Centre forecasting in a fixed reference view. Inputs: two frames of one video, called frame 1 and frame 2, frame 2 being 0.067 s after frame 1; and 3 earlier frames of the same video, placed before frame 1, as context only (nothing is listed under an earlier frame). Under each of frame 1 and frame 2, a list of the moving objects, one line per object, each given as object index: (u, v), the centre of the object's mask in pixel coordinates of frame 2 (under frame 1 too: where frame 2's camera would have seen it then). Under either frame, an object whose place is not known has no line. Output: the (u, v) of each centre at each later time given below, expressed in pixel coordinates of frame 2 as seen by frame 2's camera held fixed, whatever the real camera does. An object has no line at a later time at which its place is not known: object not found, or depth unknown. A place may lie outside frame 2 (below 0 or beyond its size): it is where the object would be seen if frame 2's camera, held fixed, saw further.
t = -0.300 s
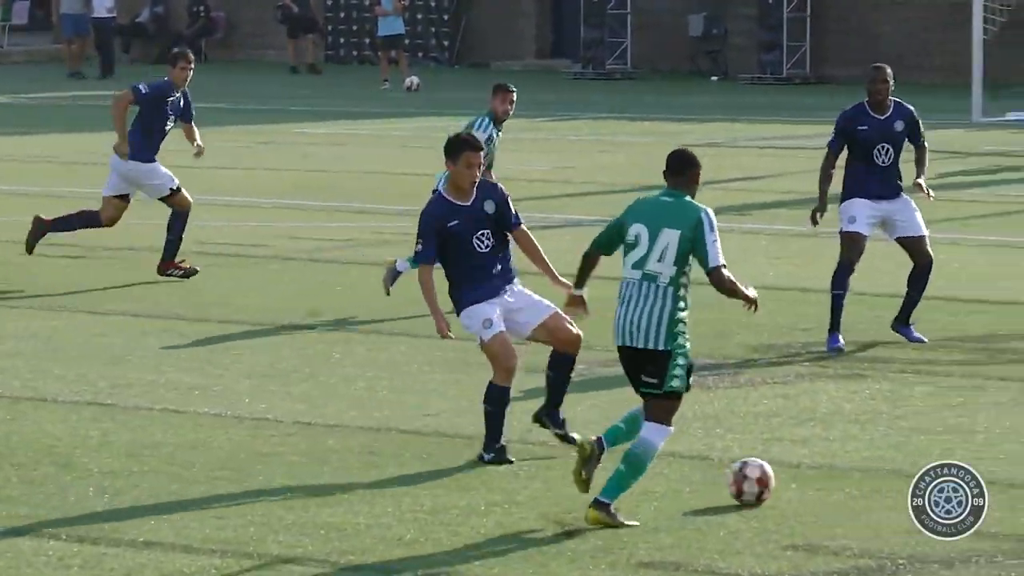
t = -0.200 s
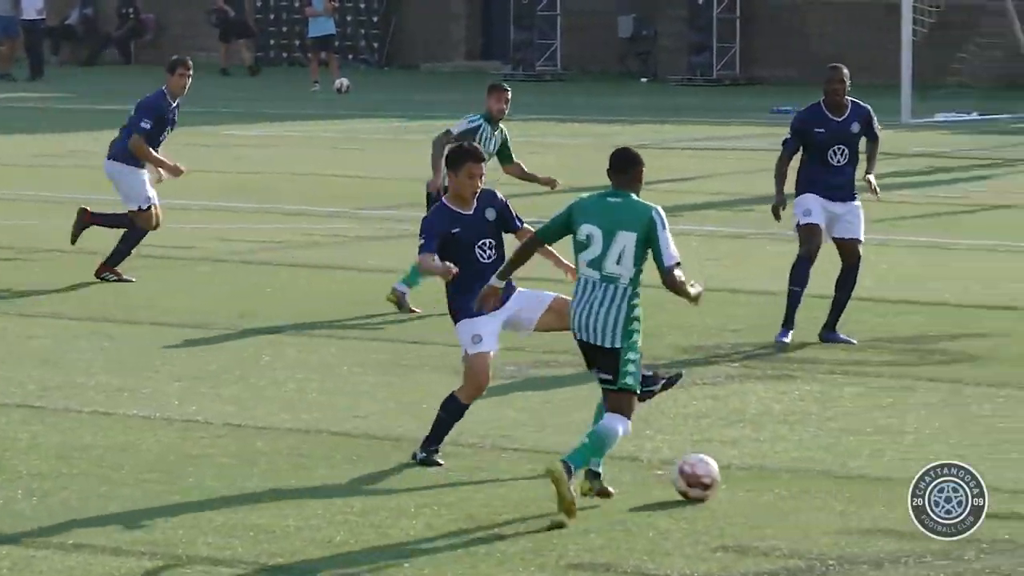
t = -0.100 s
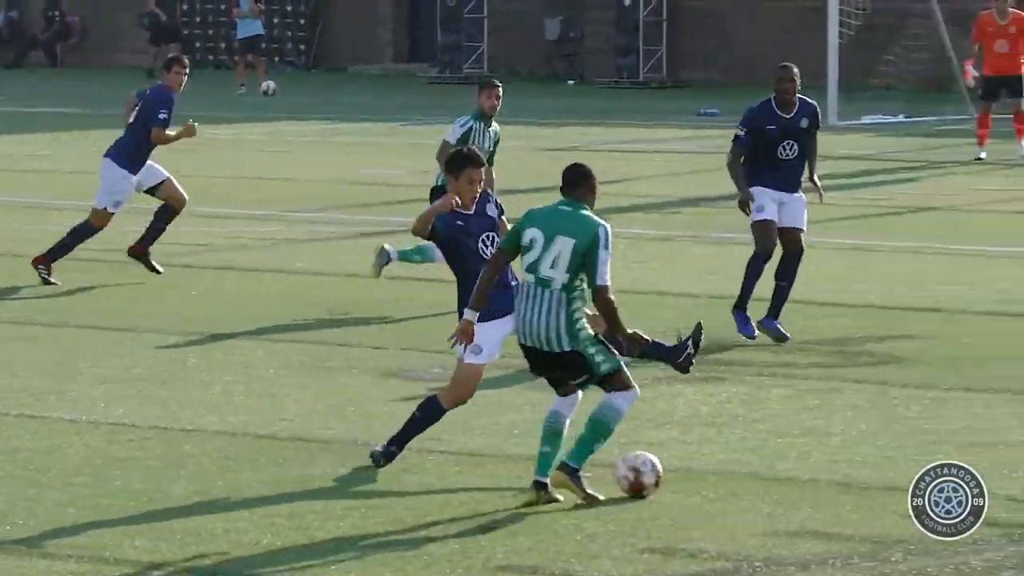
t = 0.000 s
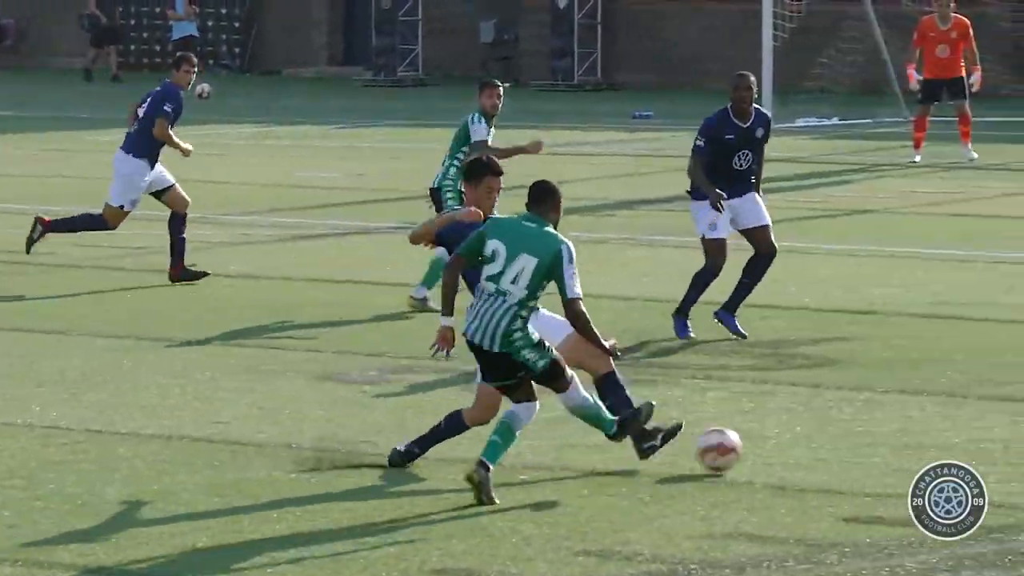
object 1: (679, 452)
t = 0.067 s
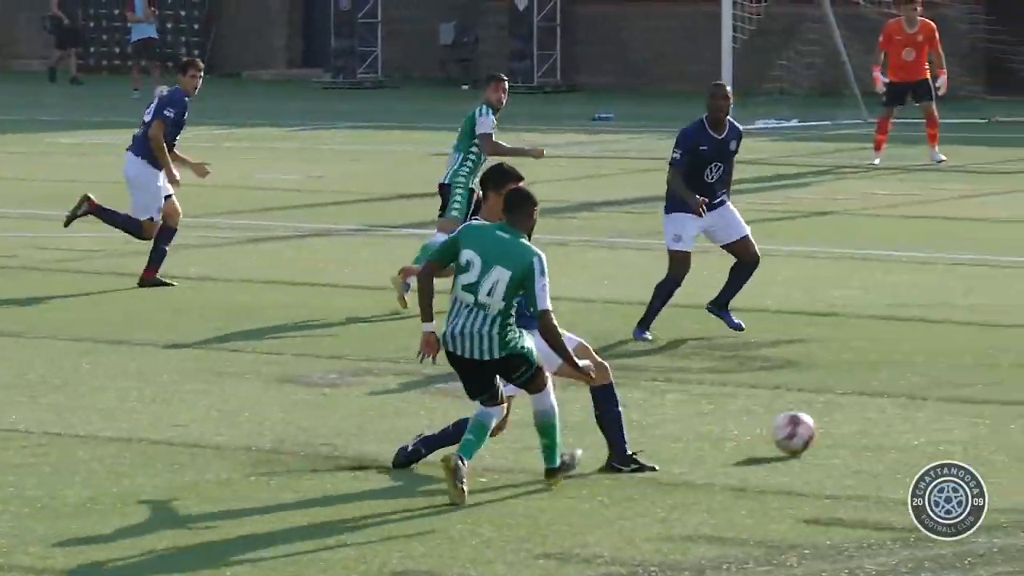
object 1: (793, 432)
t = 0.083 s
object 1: (820, 427)
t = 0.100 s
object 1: (845, 422)
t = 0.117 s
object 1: (870, 417)
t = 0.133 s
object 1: (894, 413)
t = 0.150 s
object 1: (918, 410)
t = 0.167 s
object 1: (942, 408)
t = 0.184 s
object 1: (962, 405)
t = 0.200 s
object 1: (982, 399)
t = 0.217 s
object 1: (1003, 393)
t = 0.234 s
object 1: (1023, 387)
